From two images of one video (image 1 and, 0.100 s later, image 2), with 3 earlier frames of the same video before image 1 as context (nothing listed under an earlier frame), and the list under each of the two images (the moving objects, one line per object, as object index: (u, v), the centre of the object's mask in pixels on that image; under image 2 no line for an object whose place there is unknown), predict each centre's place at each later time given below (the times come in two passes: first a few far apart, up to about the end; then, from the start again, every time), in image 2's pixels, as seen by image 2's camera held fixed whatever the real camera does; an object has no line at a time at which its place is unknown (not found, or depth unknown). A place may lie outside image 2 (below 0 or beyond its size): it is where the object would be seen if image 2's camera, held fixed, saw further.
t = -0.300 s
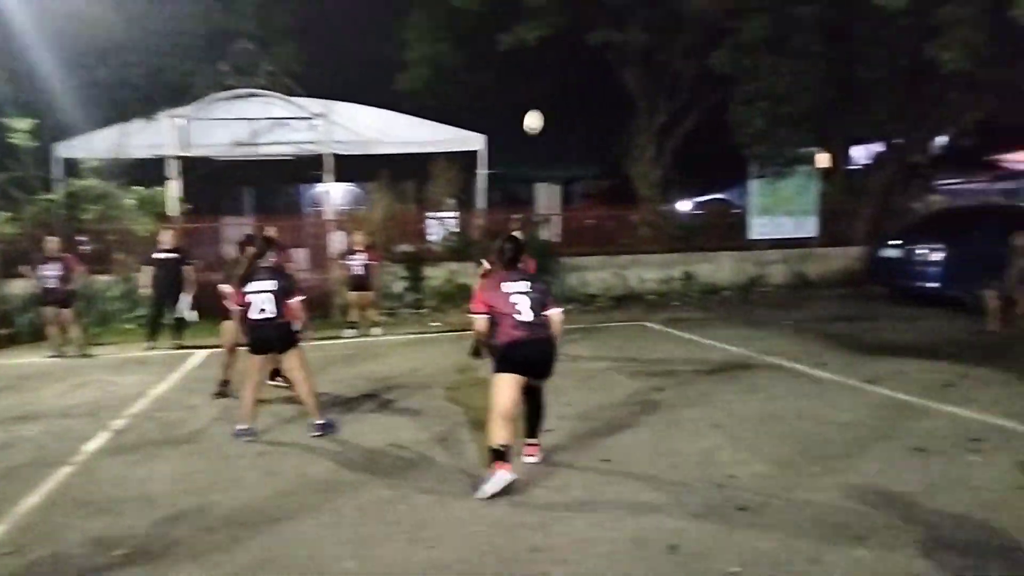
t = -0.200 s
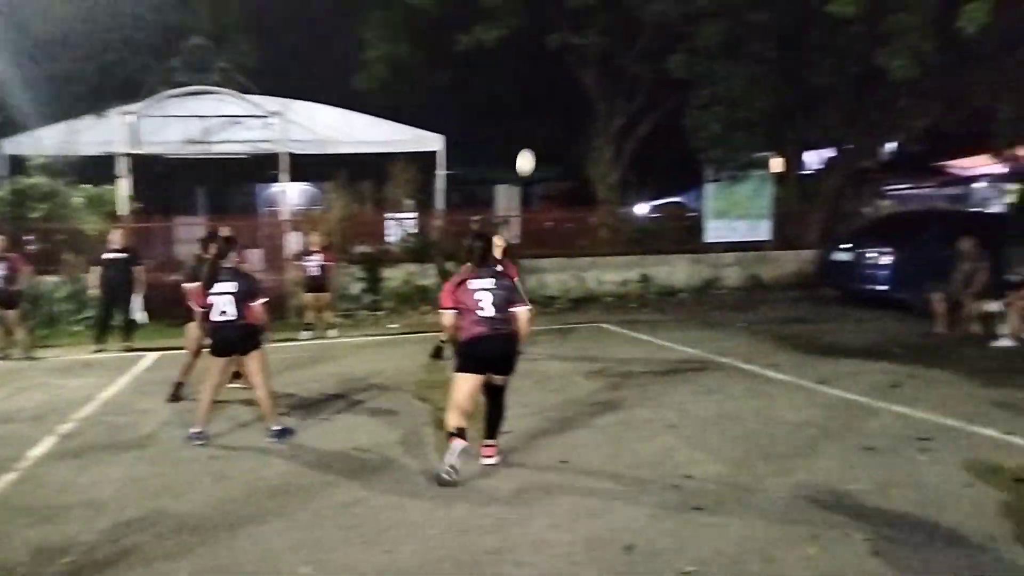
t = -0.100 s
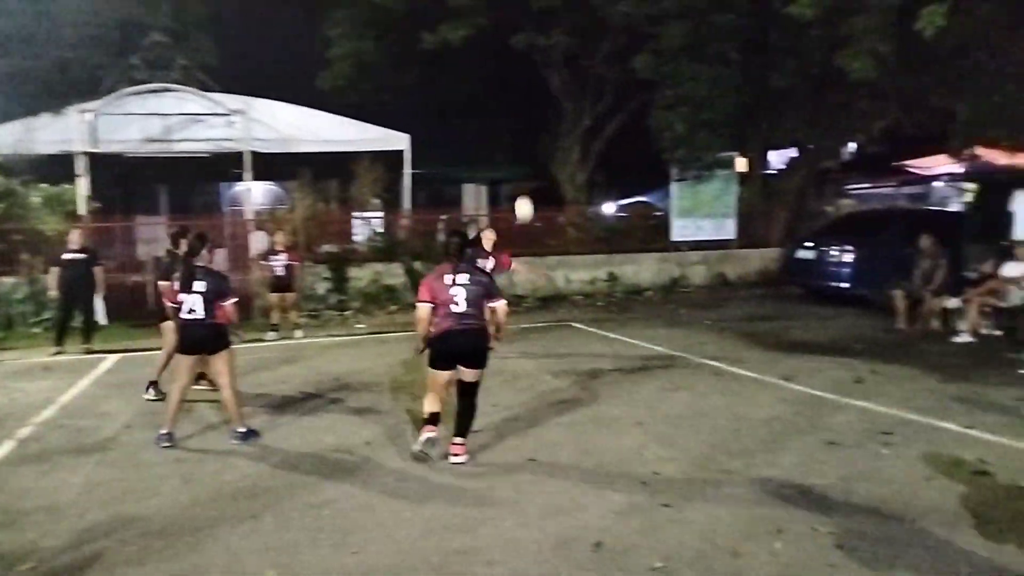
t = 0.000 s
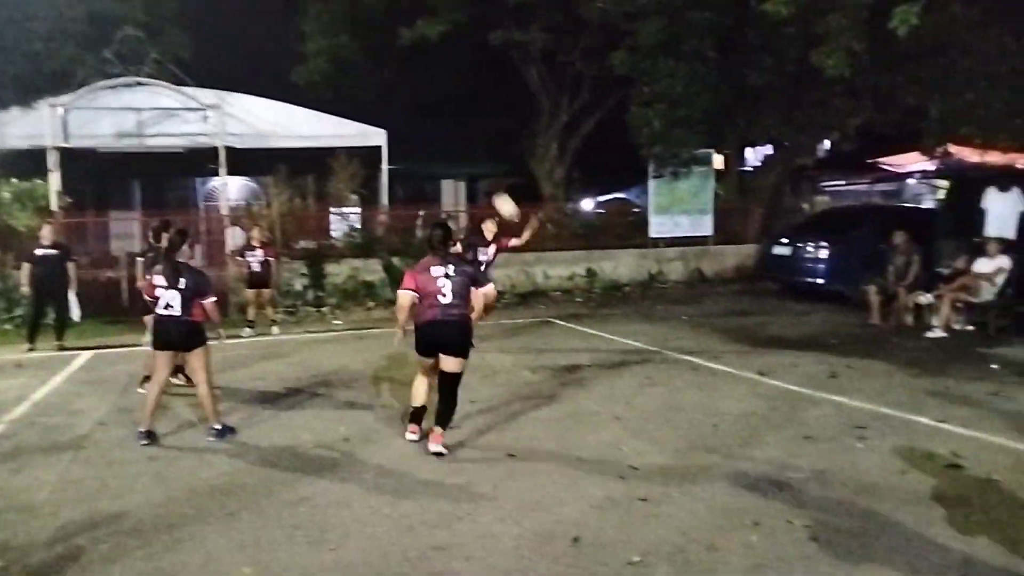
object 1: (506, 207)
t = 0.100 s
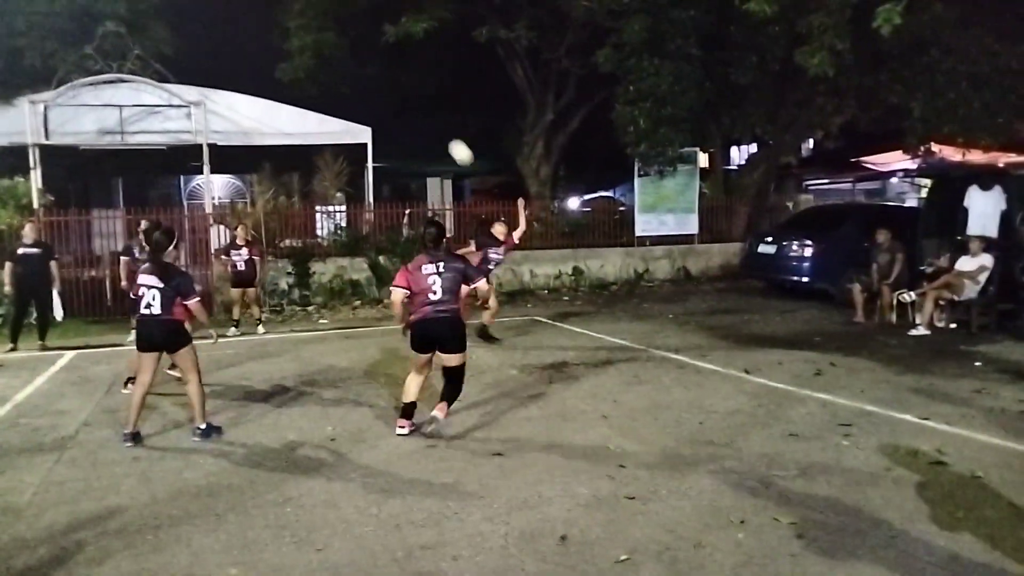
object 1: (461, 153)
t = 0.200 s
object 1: (428, 109)
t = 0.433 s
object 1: (354, 46)
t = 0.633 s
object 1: (296, 33)
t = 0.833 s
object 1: (240, 56)
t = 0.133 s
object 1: (450, 137)
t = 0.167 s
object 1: (439, 122)
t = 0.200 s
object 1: (428, 109)
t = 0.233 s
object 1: (417, 96)
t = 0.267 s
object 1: (406, 84)
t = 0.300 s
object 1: (395, 74)
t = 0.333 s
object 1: (385, 65)
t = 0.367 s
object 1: (374, 57)
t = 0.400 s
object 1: (364, 51)
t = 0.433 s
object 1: (354, 46)
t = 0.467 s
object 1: (345, 41)
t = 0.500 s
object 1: (335, 37)
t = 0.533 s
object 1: (325, 35)
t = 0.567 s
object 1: (315, 33)
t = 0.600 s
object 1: (306, 33)
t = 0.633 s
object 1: (296, 33)
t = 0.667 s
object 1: (286, 34)
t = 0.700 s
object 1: (277, 37)
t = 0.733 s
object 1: (268, 40)
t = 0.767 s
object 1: (258, 43)
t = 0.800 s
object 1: (249, 49)
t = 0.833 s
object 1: (240, 56)
